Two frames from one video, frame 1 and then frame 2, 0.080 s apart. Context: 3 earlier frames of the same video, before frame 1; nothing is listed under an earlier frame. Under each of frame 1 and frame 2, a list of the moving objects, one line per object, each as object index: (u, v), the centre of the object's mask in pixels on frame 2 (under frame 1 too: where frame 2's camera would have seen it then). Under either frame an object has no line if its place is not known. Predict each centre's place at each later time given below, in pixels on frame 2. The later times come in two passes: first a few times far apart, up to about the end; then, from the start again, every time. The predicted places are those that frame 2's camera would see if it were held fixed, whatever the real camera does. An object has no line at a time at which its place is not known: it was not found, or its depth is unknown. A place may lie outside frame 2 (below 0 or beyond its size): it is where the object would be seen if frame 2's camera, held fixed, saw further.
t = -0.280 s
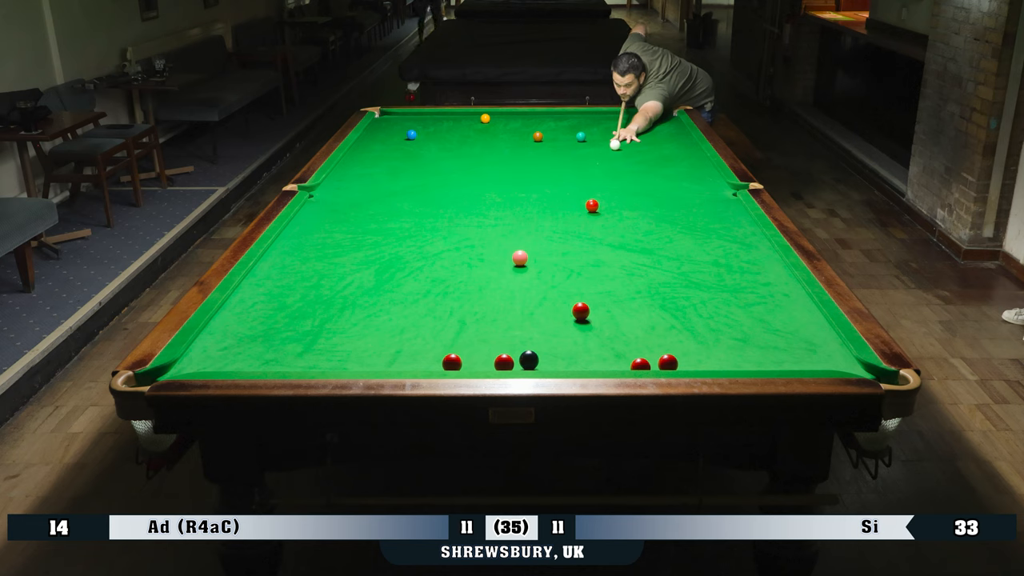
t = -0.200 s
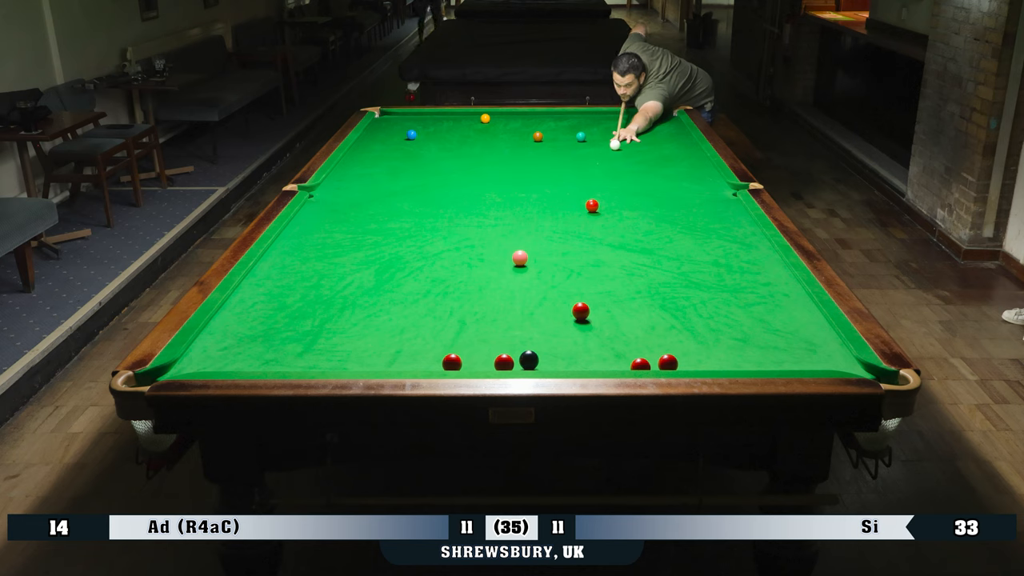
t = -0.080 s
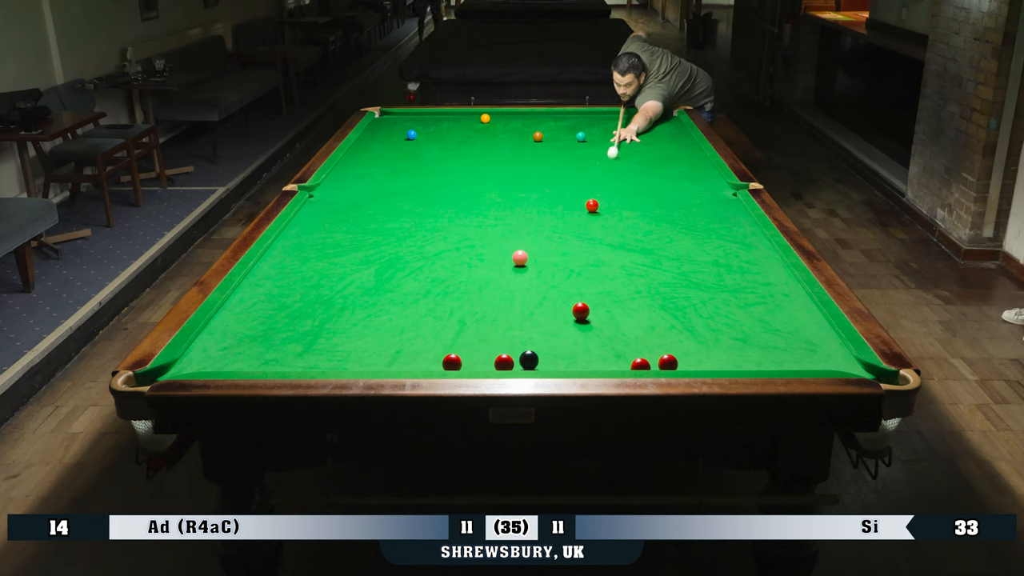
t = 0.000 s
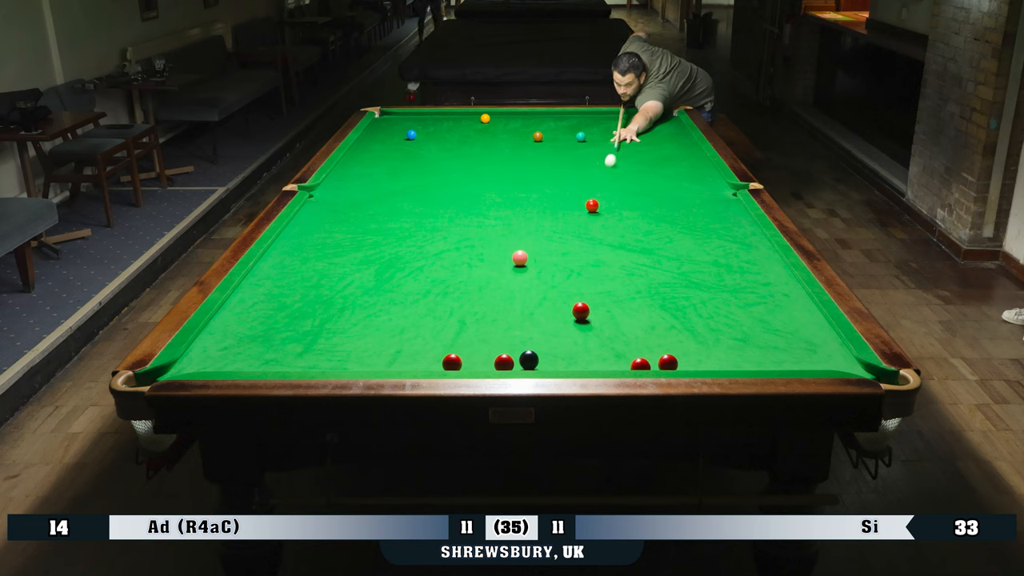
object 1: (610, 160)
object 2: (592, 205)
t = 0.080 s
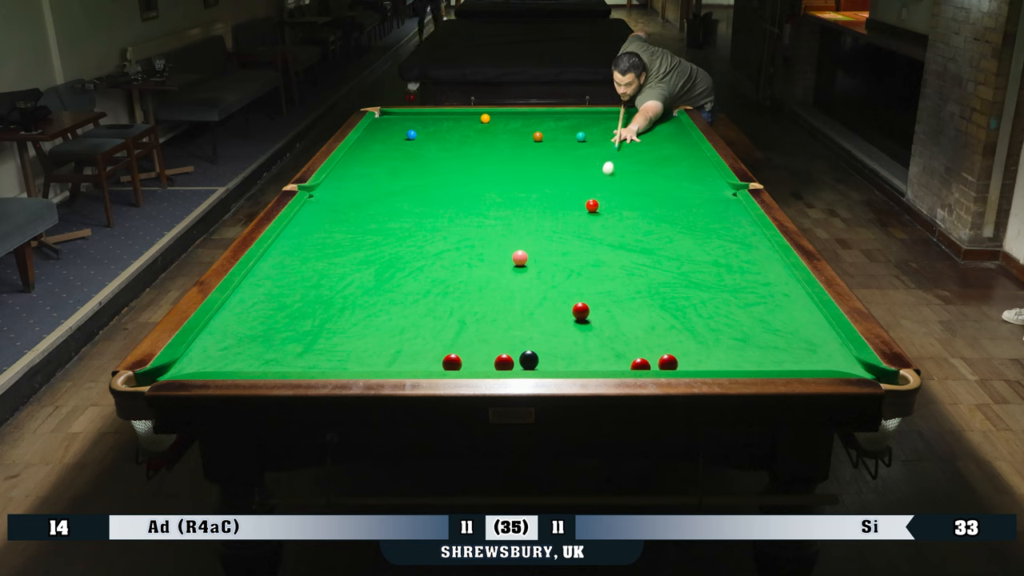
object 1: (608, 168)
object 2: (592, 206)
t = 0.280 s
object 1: (603, 186)
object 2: (592, 205)
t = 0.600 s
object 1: (617, 208)
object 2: (570, 216)
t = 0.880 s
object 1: (645, 220)
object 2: (537, 232)
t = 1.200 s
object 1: (679, 236)
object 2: (497, 251)
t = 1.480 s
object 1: (710, 249)
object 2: (460, 270)
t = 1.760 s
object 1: (742, 263)
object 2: (420, 290)
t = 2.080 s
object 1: (780, 280)
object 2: (371, 314)
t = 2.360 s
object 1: (792, 293)
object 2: (326, 336)
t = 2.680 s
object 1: (788, 307)
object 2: (270, 362)
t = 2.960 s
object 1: (784, 319)
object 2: (246, 359)
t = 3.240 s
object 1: (780, 330)
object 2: (233, 344)
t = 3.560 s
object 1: (775, 343)
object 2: (220, 331)
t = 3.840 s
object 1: (772, 352)
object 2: (220, 322)
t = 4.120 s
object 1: (769, 361)
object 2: (235, 315)
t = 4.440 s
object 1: (765, 365)
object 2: (248, 309)
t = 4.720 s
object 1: (759, 363)
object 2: (257, 305)
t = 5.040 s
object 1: (754, 361)
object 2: (264, 302)
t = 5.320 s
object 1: (752, 361)
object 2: (269, 301)
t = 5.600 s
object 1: (752, 361)
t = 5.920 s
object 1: (752, 361)
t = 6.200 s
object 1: (752, 361)
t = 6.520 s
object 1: (752, 361)
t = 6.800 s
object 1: (752, 361)
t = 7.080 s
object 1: (752, 361)
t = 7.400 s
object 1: (752, 361)
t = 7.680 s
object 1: (752, 361)
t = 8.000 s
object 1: (752, 361)
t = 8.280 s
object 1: (752, 361)
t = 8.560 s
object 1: (752, 361)
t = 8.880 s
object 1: (752, 361)
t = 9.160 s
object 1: (752, 361)
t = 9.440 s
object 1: (752, 361)
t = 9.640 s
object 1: (752, 361)
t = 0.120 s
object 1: (607, 171)
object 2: (592, 205)
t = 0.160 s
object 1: (606, 175)
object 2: (592, 205)
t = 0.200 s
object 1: (605, 179)
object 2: (592, 205)
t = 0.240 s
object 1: (604, 182)
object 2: (592, 206)
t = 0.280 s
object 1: (603, 186)
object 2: (592, 205)
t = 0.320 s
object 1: (602, 190)
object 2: (592, 205)
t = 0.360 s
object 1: (601, 194)
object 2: (592, 205)
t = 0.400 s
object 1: (600, 197)
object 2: (591, 206)
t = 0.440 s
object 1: (600, 201)
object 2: (590, 206)
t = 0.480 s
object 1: (603, 203)
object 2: (586, 208)
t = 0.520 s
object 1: (608, 205)
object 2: (580, 210)
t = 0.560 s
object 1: (613, 206)
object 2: (575, 213)
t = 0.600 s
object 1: (617, 208)
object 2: (570, 216)
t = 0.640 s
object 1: (620, 209)
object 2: (565, 218)
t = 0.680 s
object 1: (624, 211)
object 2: (561, 220)
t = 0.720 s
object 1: (629, 213)
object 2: (556, 222)
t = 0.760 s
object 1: (633, 215)
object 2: (551, 225)
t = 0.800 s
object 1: (637, 217)
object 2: (547, 227)
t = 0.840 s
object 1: (641, 218)
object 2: (542, 229)
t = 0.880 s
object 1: (645, 220)
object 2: (537, 232)
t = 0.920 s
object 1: (649, 222)
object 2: (532, 234)
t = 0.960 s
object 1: (653, 224)
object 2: (527, 236)
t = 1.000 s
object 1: (657, 226)
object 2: (522, 239)
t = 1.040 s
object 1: (662, 228)
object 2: (517, 241)
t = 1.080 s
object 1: (666, 230)
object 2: (512, 243)
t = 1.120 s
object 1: (670, 231)
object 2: (507, 246)
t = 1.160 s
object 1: (675, 233)
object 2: (502, 248)
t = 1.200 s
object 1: (679, 236)
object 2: (497, 251)
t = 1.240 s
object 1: (683, 237)
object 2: (492, 254)
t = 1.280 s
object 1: (688, 239)
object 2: (487, 256)
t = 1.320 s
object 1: (692, 241)
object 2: (481, 259)
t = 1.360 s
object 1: (697, 243)
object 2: (476, 262)
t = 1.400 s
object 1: (701, 245)
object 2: (471, 264)
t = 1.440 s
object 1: (706, 247)
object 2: (465, 267)
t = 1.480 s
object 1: (710, 249)
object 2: (460, 270)
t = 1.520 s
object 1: (714, 251)
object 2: (454, 273)
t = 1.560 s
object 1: (719, 253)
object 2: (448, 276)
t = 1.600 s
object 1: (724, 255)
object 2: (443, 278)
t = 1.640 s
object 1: (728, 257)
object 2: (437, 281)
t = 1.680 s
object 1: (733, 259)
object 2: (431, 284)
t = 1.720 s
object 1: (738, 261)
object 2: (426, 287)
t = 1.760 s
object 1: (742, 263)
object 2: (420, 290)
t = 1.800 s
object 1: (747, 265)
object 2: (414, 293)
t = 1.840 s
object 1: (752, 267)
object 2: (408, 296)
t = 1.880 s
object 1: (756, 269)
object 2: (402, 299)
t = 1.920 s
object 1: (761, 271)
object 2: (396, 302)
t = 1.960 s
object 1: (766, 273)
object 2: (389, 305)
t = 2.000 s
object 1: (771, 275)
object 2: (383, 308)
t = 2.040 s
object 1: (776, 278)
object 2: (377, 311)
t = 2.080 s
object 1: (780, 280)
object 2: (371, 314)
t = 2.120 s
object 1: (785, 282)
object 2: (365, 317)
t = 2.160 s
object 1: (790, 284)
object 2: (358, 320)
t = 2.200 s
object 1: (794, 286)
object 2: (352, 324)
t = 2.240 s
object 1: (793, 288)
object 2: (345, 327)
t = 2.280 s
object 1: (793, 290)
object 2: (339, 330)
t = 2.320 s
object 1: (792, 291)
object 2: (332, 333)
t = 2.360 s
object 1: (792, 293)
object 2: (326, 336)
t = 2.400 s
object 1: (791, 295)
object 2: (319, 340)
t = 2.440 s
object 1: (791, 297)
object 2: (312, 343)
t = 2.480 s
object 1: (790, 298)
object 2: (305, 347)
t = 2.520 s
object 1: (790, 300)
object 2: (298, 350)
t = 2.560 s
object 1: (789, 302)
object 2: (291, 354)
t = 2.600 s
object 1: (789, 304)
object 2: (284, 357)
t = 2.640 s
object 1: (788, 306)
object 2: (277, 360)
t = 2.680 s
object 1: (788, 307)
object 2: (270, 362)
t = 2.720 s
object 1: (787, 309)
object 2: (263, 364)
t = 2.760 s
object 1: (787, 311)
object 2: (256, 365)
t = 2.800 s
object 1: (786, 312)
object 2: (254, 364)
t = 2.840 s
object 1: (786, 314)
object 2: (252, 363)
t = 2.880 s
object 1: (785, 316)
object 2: (250, 362)
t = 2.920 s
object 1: (785, 317)
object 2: (248, 360)
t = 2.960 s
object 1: (784, 319)
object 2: (246, 359)
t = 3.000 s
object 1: (784, 321)
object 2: (244, 356)
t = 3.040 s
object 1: (783, 322)
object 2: (242, 354)
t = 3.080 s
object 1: (782, 324)
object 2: (241, 352)
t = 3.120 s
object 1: (782, 325)
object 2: (239, 350)
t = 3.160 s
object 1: (781, 327)
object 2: (237, 348)
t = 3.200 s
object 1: (781, 329)
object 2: (235, 346)
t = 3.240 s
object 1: (780, 330)
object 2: (233, 344)
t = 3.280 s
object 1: (779, 332)
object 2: (231, 343)
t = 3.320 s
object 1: (779, 333)
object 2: (230, 341)
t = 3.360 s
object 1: (778, 335)
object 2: (228, 339)
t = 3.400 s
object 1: (778, 337)
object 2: (226, 337)
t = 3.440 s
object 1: (777, 338)
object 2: (225, 336)
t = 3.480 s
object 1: (777, 340)
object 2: (223, 334)
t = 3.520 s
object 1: (776, 341)
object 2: (221, 333)
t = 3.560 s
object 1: (775, 343)
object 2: (220, 331)
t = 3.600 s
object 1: (775, 344)
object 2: (218, 329)
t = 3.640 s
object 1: (775, 346)
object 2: (217, 328)
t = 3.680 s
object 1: (774, 347)
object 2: (215, 326)
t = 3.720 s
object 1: (773, 348)
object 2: (214, 325)
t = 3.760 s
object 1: (773, 350)
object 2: (215, 324)
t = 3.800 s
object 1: (772, 351)
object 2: (218, 323)
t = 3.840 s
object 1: (772, 352)
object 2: (220, 322)
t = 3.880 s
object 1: (772, 354)
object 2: (222, 321)
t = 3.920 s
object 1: (771, 355)
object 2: (225, 320)
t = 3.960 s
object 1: (770, 356)
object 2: (227, 319)
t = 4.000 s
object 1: (770, 358)
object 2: (229, 318)
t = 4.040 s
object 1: (770, 359)
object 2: (231, 317)
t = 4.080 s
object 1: (769, 360)
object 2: (233, 316)
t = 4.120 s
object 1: (769, 361)
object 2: (235, 315)
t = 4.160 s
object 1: (768, 361)
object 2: (237, 314)
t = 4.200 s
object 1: (768, 362)
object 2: (238, 313)
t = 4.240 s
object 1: (767, 363)
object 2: (240, 313)
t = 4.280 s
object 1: (767, 363)
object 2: (242, 312)
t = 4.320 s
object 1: (767, 364)
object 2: (244, 311)
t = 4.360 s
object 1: (766, 365)
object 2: (245, 311)
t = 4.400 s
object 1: (766, 365)
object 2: (246, 310)
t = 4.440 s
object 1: (765, 365)
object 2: (248, 309)
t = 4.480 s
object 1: (764, 364)
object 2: (250, 309)
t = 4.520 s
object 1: (763, 364)
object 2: (251, 308)
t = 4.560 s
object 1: (762, 364)
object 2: (252, 307)
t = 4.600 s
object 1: (761, 364)
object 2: (253, 307)
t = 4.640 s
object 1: (760, 363)
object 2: (255, 306)
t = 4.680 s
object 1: (760, 363)
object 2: (256, 306)
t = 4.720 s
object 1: (759, 363)
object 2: (257, 305)
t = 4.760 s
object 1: (758, 362)
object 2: (258, 305)
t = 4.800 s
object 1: (757, 362)
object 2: (259, 304)
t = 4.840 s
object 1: (757, 362)
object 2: (260, 304)
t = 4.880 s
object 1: (756, 362)
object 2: (261, 304)
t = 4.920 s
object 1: (756, 362)
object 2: (262, 303)
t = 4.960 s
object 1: (755, 361)
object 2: (263, 303)
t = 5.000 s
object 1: (755, 361)
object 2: (264, 302)
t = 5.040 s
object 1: (754, 361)
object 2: (264, 302)
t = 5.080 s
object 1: (754, 361)
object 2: (265, 302)
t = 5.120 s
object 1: (753, 361)
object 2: (266, 302)
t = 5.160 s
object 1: (753, 361)
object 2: (267, 301)
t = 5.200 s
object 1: (753, 361)
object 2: (267, 301)
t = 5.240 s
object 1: (752, 361)
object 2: (268, 301)
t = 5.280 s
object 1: (752, 361)
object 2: (268, 301)
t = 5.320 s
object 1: (752, 361)
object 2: (269, 301)
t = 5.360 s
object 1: (752, 361)
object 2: (269, 301)
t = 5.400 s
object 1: (752, 361)
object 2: (270, 301)
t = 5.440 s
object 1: (752, 361)
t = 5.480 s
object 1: (752, 361)
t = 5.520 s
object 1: (752, 361)
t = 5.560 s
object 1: (752, 361)
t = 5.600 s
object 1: (752, 361)
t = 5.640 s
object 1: (752, 361)
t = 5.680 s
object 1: (752, 361)
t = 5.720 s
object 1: (752, 361)
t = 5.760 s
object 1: (752, 361)
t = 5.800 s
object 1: (752, 361)
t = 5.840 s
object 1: (752, 361)
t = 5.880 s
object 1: (752, 361)
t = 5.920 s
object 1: (752, 361)
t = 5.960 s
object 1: (752, 361)
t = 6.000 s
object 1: (752, 361)
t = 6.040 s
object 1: (752, 361)
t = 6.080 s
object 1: (752, 361)
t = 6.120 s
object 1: (752, 361)
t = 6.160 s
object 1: (752, 361)
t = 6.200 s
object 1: (752, 361)
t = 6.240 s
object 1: (752, 361)
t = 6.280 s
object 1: (752, 361)
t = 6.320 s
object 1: (752, 361)
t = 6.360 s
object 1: (752, 361)
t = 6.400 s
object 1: (752, 361)
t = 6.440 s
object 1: (752, 361)
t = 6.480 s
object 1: (752, 361)
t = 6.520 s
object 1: (752, 361)
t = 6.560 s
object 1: (752, 361)
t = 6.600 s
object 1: (752, 361)
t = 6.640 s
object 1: (752, 361)
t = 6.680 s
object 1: (752, 361)
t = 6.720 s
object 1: (752, 361)
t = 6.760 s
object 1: (752, 361)
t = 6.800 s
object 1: (752, 361)
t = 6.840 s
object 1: (752, 361)
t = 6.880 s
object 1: (752, 361)
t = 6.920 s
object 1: (752, 361)
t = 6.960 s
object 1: (752, 361)
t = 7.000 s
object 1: (752, 361)
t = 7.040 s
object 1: (752, 361)
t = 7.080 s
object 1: (752, 361)
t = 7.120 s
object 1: (752, 361)
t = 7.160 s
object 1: (752, 361)
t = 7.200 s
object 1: (752, 361)
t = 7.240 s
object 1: (752, 361)
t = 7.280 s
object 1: (752, 361)
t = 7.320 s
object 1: (752, 361)
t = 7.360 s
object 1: (752, 361)
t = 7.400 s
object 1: (752, 361)
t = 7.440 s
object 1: (752, 361)
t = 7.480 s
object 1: (752, 361)
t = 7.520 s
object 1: (752, 361)
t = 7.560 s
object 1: (752, 361)
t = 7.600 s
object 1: (752, 361)
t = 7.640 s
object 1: (752, 361)
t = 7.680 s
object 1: (752, 361)
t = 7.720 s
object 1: (752, 361)
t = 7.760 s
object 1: (752, 361)
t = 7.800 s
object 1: (752, 361)
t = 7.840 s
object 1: (752, 361)
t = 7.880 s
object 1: (752, 361)
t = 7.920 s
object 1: (752, 361)
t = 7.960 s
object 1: (752, 361)
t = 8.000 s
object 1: (752, 361)
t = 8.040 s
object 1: (752, 361)
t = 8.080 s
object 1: (752, 361)
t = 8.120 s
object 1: (752, 361)
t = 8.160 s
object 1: (752, 361)
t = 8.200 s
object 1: (752, 361)
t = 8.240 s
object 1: (752, 361)
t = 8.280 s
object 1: (752, 361)
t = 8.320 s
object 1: (752, 361)
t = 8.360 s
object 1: (752, 361)
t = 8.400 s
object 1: (752, 361)
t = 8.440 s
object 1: (752, 361)
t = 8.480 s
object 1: (752, 361)
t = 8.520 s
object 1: (752, 361)
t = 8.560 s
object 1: (752, 361)
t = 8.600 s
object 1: (752, 361)
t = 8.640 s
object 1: (752, 361)
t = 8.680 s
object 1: (752, 361)
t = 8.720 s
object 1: (752, 361)
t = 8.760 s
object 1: (752, 361)
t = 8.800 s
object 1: (752, 361)
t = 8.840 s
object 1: (752, 361)
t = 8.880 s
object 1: (752, 361)
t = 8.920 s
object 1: (752, 361)
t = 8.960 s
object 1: (752, 361)
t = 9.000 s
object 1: (752, 361)
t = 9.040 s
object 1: (752, 361)
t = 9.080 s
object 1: (752, 361)
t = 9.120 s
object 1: (752, 361)
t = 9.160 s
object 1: (752, 361)
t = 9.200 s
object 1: (752, 361)
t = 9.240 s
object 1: (752, 361)
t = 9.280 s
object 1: (752, 361)
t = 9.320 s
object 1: (752, 361)
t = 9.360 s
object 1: (752, 361)
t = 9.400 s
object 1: (752, 361)
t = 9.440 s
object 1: (752, 361)
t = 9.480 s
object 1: (752, 361)
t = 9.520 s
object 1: (752, 361)
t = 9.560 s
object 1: (752, 361)
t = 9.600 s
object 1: (752, 361)
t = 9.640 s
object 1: (752, 361)
